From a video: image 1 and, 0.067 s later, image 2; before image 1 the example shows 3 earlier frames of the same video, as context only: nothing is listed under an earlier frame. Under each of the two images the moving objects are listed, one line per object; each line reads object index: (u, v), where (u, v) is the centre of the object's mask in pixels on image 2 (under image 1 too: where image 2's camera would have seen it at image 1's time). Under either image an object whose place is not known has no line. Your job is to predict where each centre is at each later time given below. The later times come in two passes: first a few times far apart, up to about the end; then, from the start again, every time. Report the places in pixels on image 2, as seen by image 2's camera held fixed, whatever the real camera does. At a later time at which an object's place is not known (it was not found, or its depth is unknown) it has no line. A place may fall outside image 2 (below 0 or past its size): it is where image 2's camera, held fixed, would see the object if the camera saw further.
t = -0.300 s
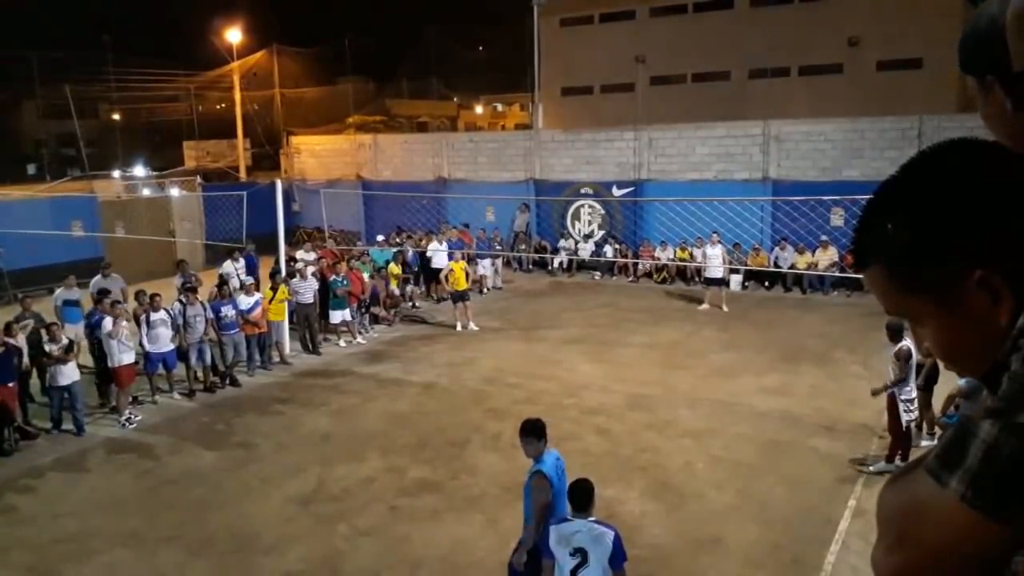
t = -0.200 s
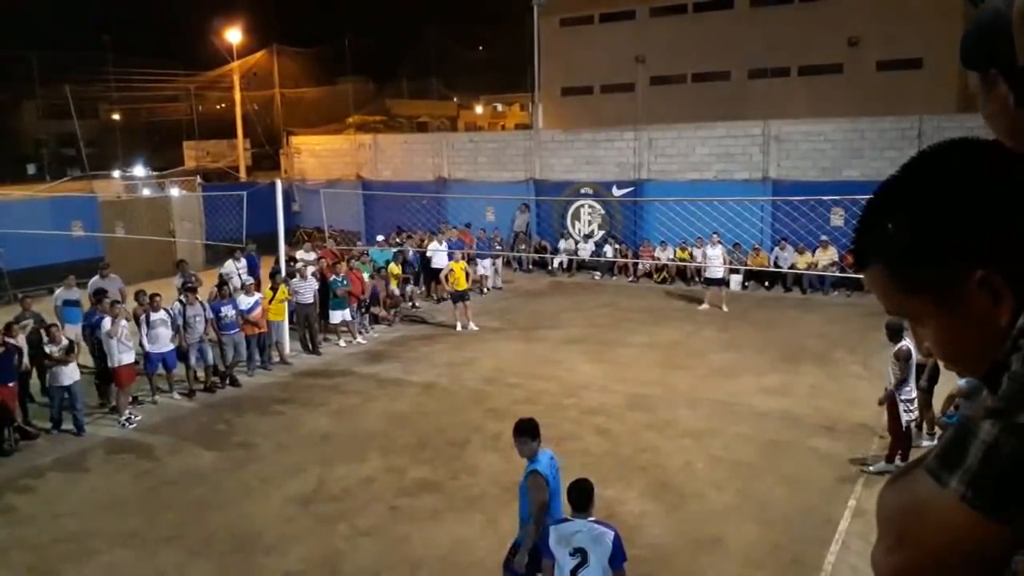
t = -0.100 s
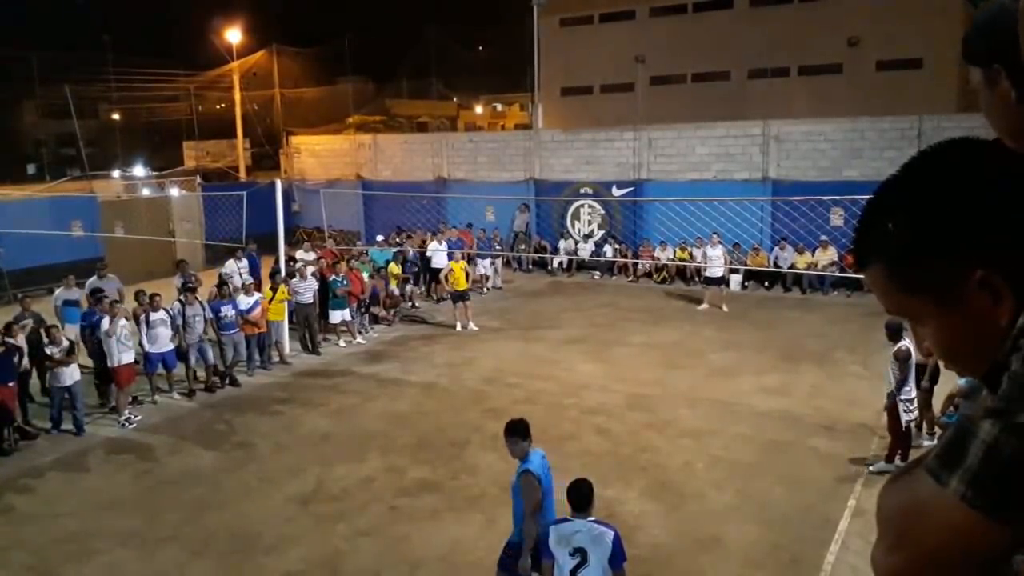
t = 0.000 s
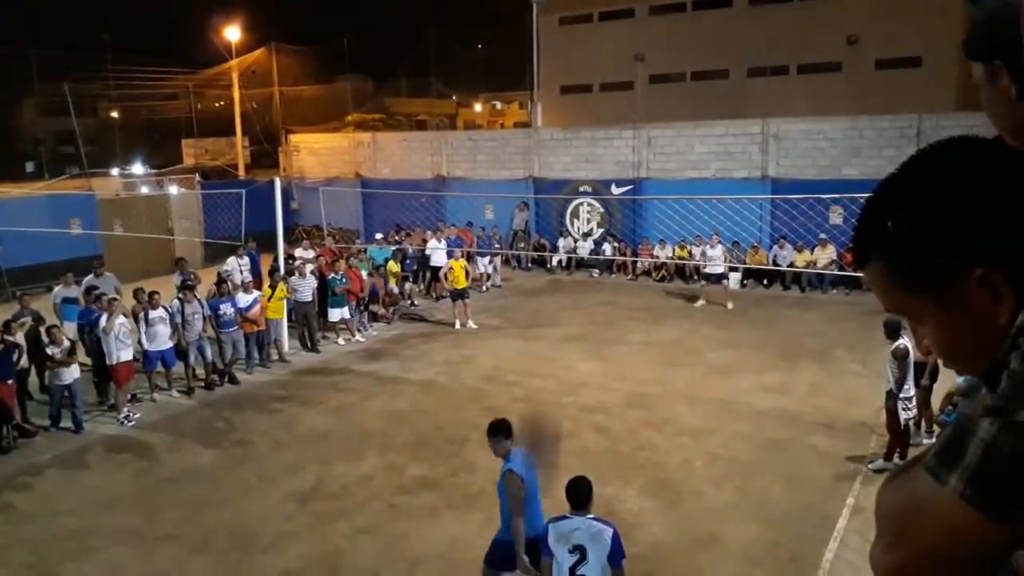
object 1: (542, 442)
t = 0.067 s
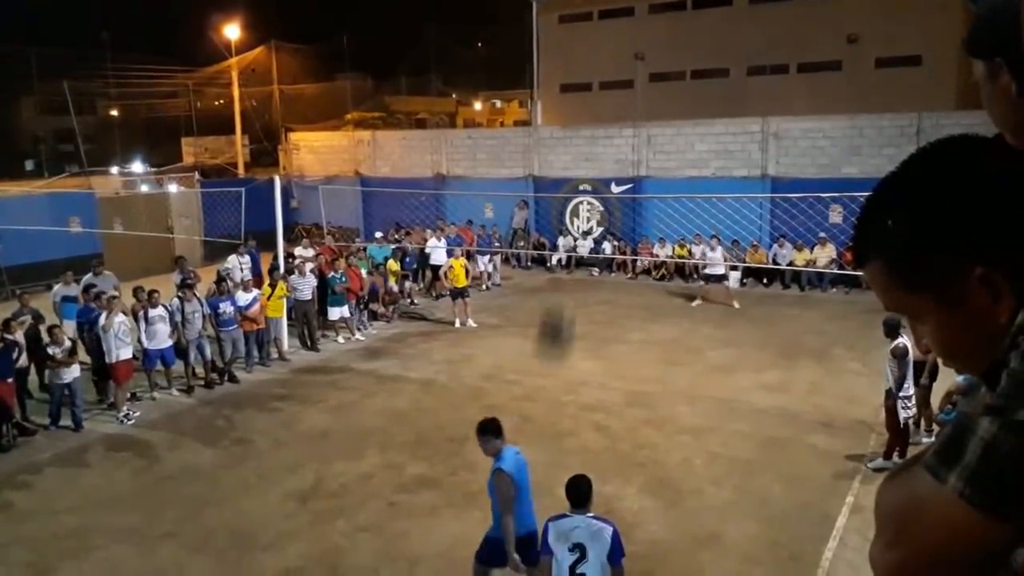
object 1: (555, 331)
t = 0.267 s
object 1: (592, 168)
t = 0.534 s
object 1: (618, 122)
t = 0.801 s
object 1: (632, 148)
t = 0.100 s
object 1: (562, 290)
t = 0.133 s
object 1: (571, 256)
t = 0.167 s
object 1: (577, 228)
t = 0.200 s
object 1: (584, 199)
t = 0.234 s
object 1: (589, 181)
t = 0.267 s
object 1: (592, 168)
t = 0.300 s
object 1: (596, 155)
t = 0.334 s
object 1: (600, 145)
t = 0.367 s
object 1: (603, 137)
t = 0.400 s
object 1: (606, 131)
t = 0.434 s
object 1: (610, 127)
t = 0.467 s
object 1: (613, 124)
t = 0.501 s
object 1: (615, 123)
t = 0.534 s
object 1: (618, 122)
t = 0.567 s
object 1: (620, 123)
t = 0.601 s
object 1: (622, 124)
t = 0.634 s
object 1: (624, 127)
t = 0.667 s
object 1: (625, 130)
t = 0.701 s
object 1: (627, 134)
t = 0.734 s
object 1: (628, 137)
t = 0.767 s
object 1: (631, 142)
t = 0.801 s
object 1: (632, 148)
